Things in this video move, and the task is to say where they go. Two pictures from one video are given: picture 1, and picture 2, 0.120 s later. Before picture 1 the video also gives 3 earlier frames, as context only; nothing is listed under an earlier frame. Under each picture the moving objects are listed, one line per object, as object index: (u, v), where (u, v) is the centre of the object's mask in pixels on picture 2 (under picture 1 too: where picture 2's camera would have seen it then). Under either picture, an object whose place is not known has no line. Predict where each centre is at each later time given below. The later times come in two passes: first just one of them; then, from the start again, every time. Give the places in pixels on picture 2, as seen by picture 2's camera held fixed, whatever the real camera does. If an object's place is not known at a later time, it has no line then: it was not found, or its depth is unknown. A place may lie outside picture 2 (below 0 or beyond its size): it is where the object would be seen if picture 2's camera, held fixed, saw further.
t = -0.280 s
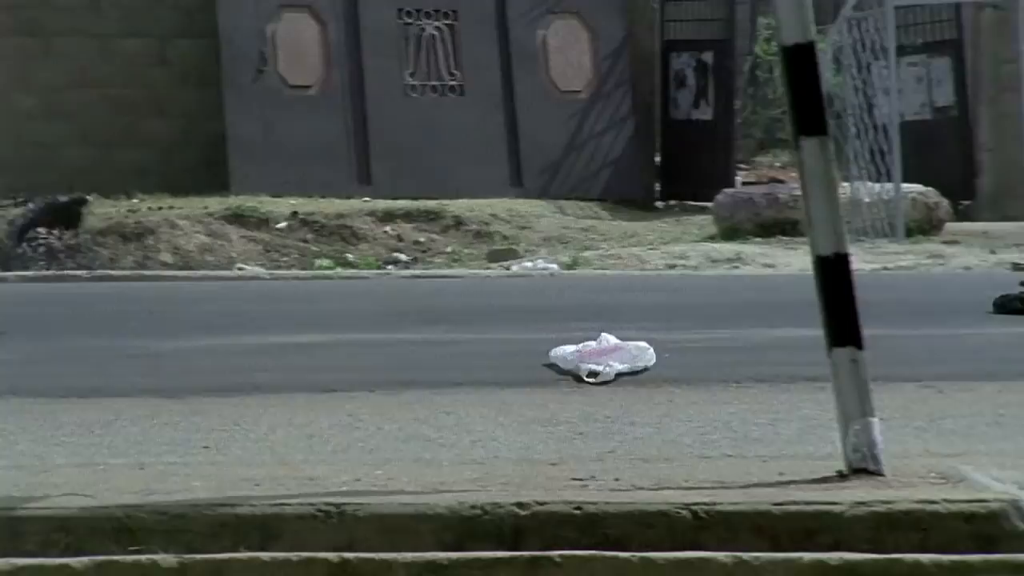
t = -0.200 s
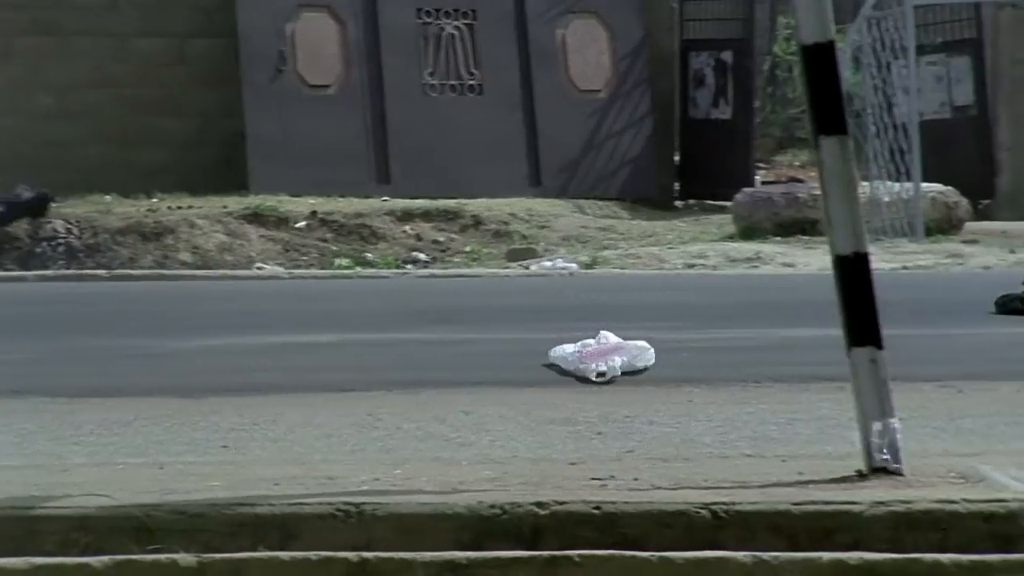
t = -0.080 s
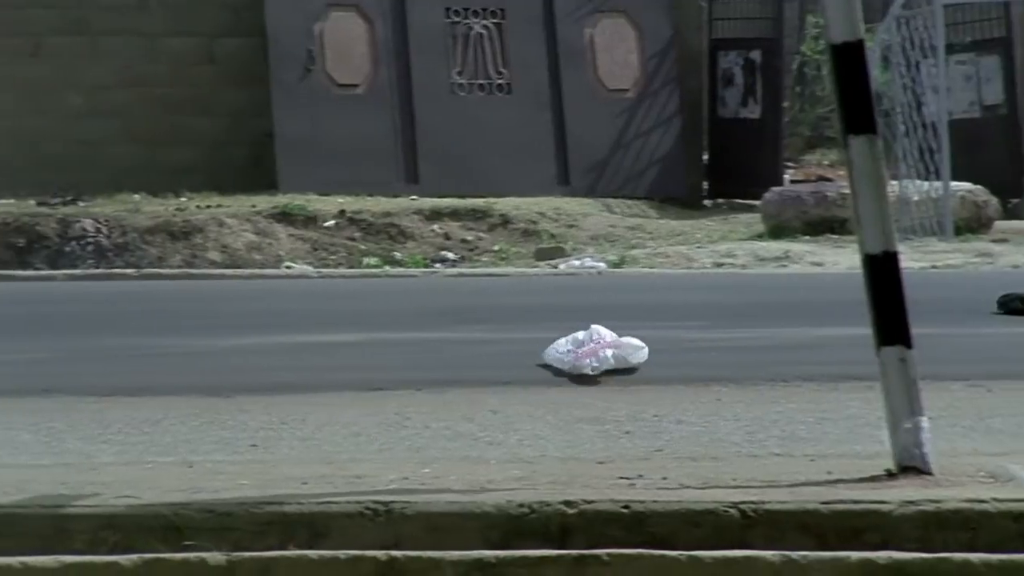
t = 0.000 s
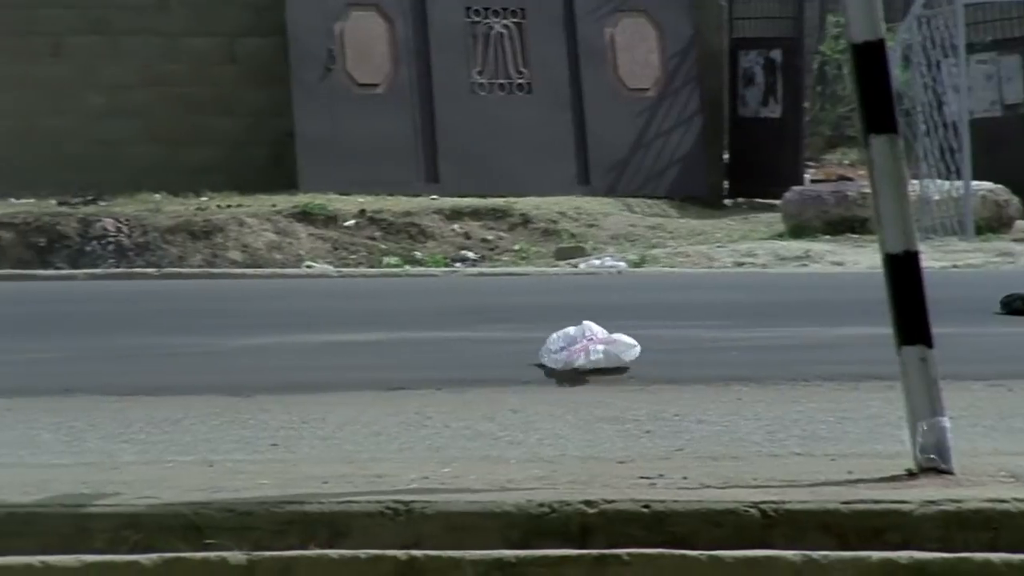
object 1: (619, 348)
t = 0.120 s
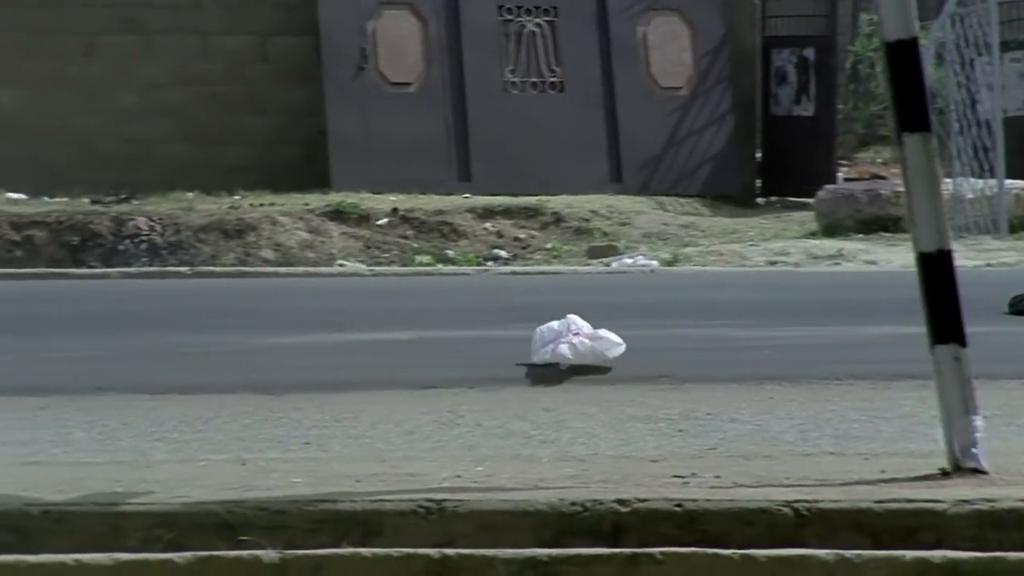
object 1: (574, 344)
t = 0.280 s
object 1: (503, 343)
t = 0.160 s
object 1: (557, 344)
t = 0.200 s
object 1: (540, 343)
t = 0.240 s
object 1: (522, 344)
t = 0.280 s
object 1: (503, 343)
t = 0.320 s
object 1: (484, 344)
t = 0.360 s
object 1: (465, 344)
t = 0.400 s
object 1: (445, 346)
